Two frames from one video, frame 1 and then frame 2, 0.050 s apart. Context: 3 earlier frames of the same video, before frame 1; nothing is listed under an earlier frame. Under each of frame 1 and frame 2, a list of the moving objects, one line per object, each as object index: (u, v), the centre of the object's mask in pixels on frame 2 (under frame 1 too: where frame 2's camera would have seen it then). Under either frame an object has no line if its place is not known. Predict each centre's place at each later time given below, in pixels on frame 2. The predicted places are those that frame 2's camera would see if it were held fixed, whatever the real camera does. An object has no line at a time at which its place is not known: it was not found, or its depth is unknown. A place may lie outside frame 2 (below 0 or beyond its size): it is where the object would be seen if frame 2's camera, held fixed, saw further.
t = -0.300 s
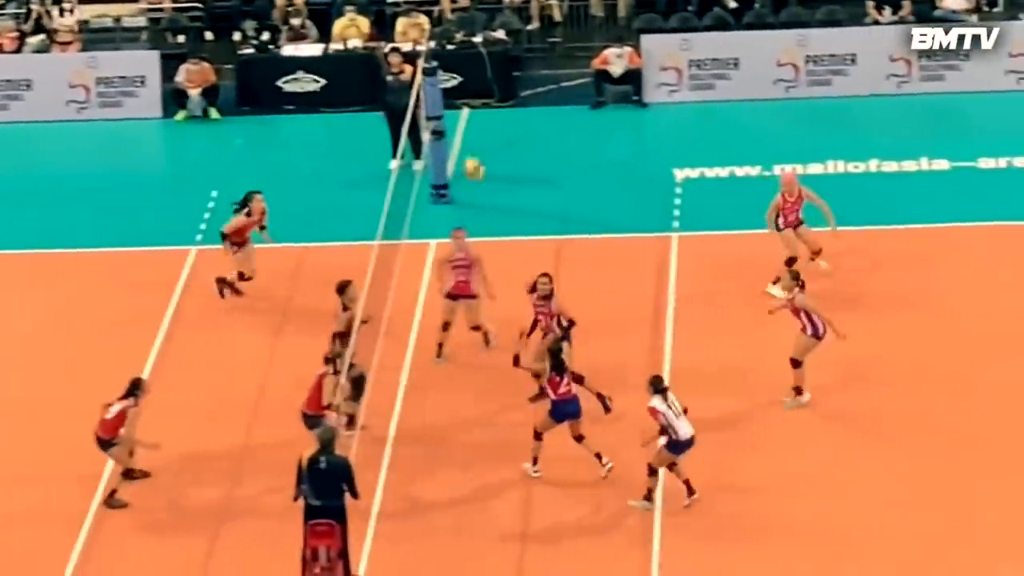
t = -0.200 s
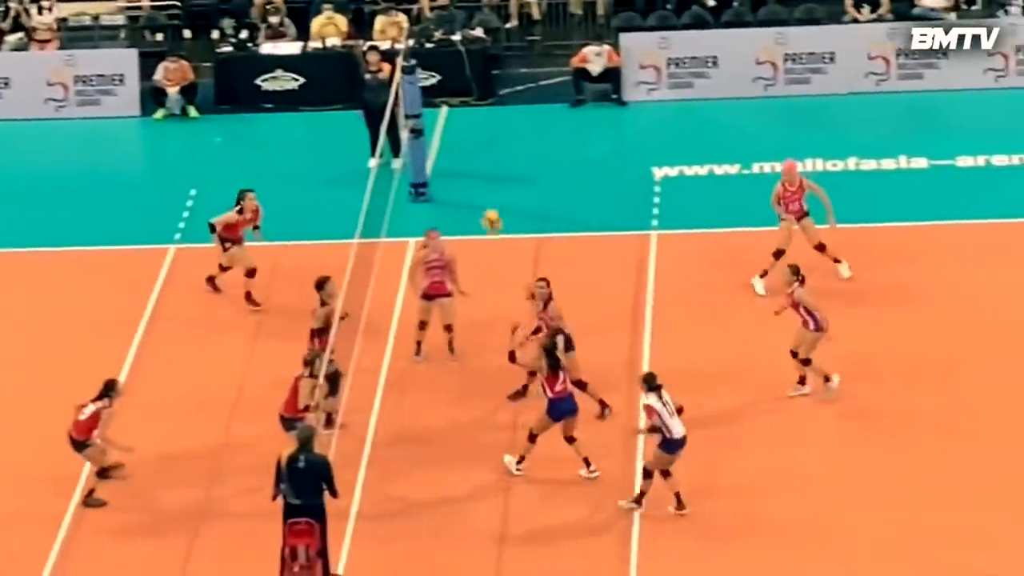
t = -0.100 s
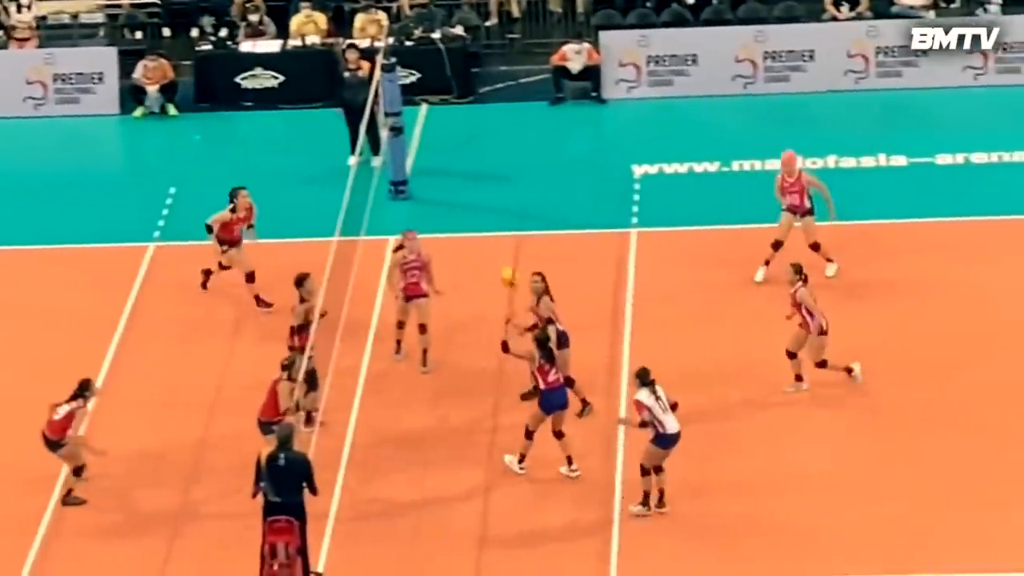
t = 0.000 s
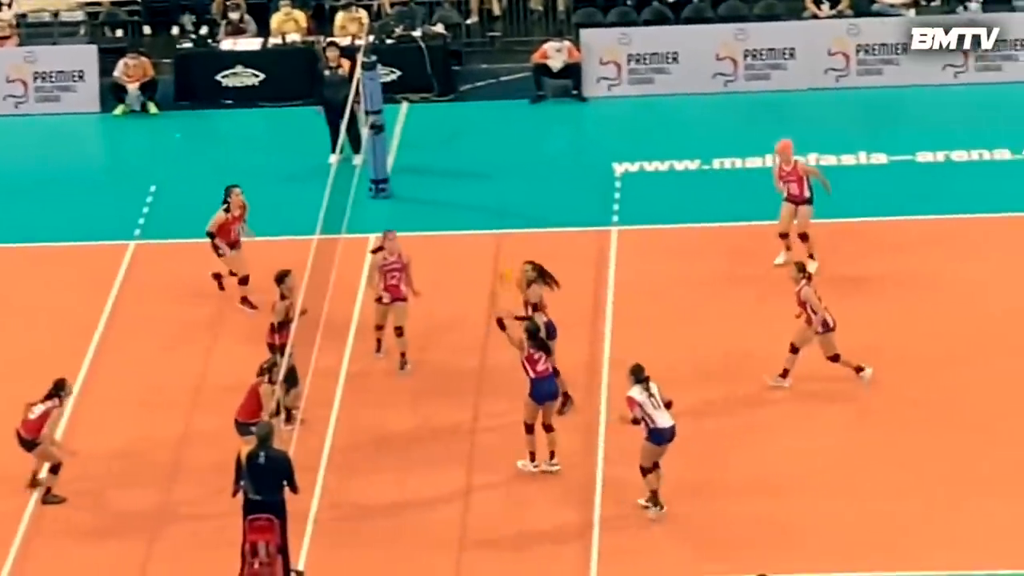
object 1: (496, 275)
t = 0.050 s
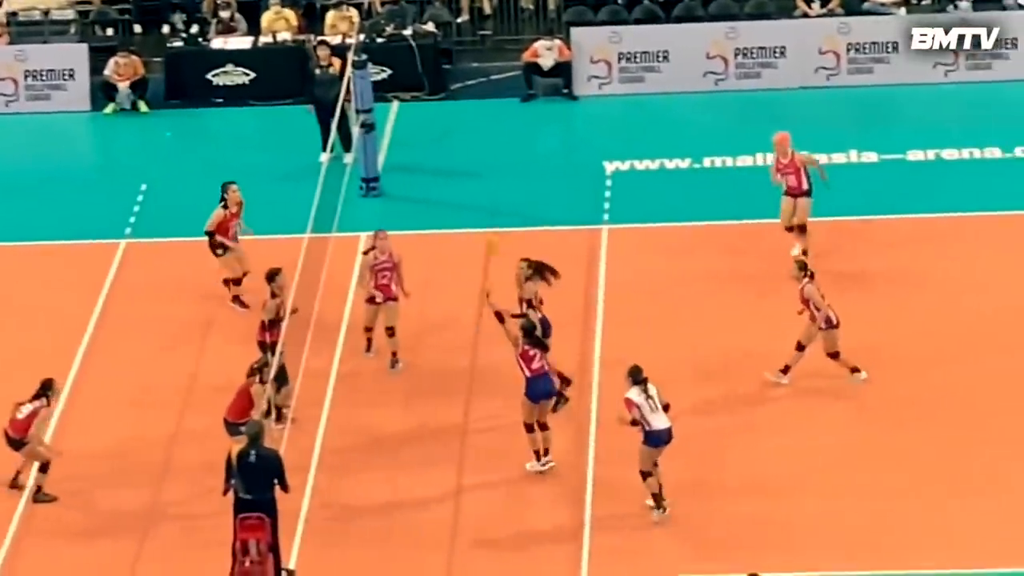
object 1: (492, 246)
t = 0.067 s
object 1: (491, 228)
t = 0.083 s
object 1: (489, 219)
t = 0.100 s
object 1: (488, 209)
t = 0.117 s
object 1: (488, 199)
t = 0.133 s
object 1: (486, 191)
